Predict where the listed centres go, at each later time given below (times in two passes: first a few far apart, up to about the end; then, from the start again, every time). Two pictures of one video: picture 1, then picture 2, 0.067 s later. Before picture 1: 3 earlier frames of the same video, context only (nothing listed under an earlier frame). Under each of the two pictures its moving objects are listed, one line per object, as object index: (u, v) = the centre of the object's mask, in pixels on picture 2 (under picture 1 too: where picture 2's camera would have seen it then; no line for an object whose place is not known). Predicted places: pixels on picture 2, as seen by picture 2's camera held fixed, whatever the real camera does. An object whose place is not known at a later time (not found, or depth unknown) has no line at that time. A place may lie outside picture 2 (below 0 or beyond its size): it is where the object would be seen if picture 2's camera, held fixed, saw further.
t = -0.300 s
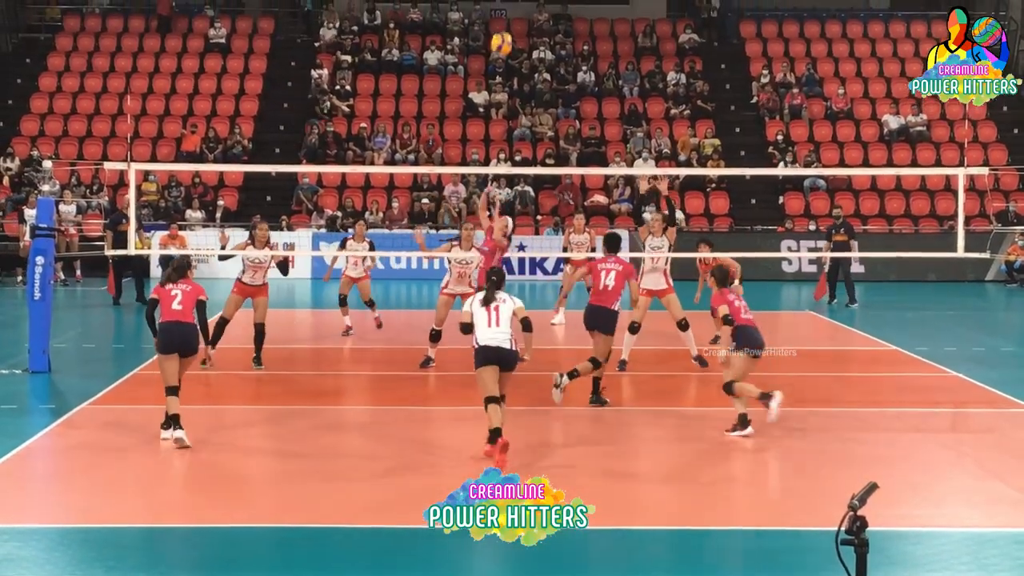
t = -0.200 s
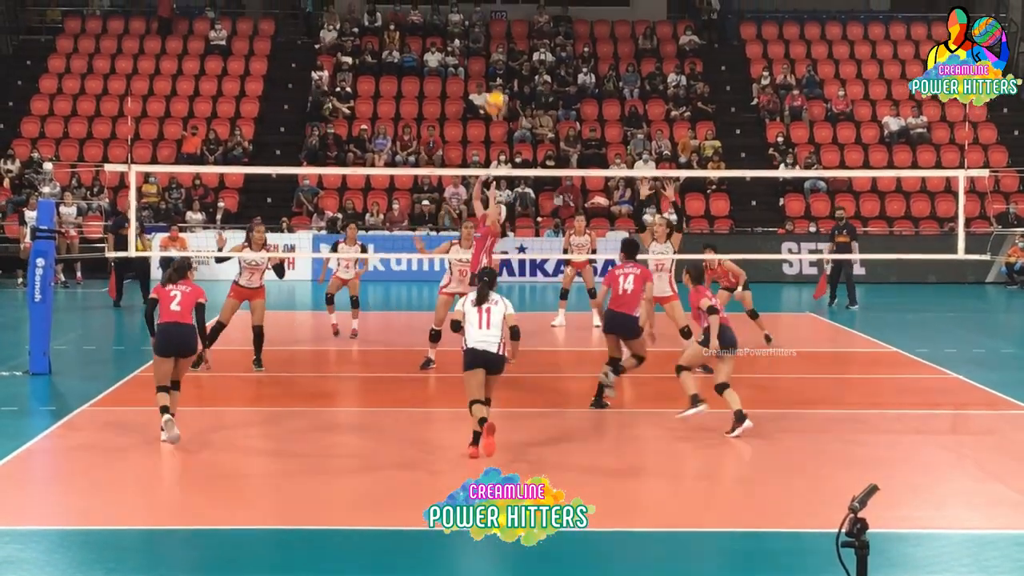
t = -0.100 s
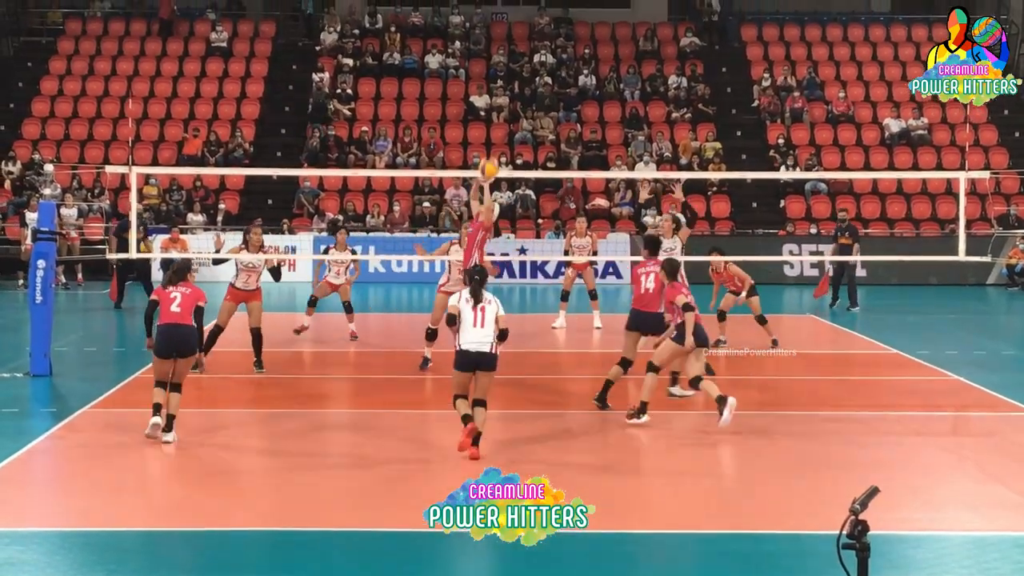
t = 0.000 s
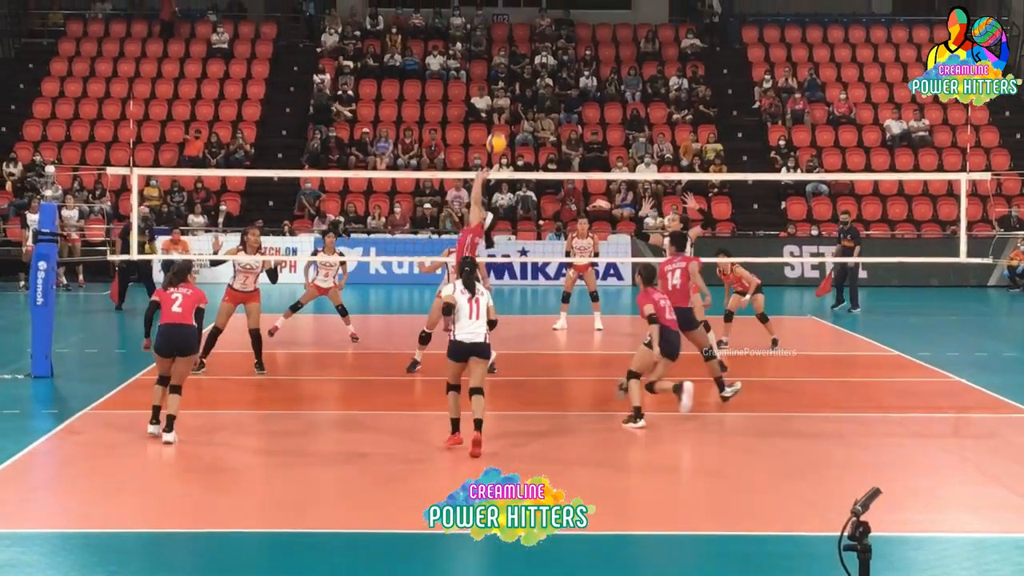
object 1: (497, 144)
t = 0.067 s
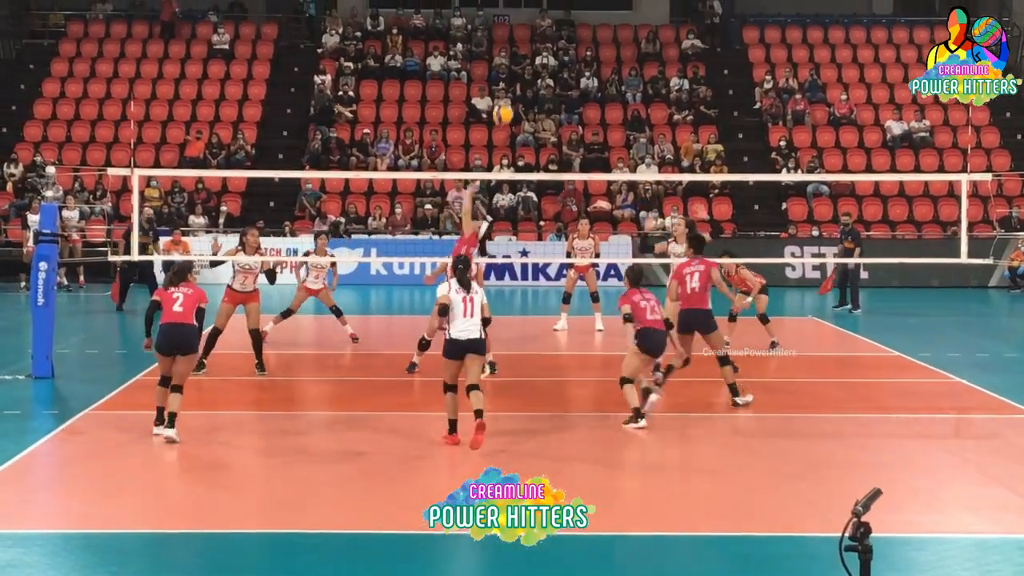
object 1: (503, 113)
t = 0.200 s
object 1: (514, 67)
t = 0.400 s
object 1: (531, 26)
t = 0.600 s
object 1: (546, 25)
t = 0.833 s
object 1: (564, 70)
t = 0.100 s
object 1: (505, 101)
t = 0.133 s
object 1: (509, 88)
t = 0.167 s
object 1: (511, 77)
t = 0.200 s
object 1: (514, 67)
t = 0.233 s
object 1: (517, 57)
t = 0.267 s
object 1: (520, 49)
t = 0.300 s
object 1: (523, 42)
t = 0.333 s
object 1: (526, 36)
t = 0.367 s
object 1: (528, 31)
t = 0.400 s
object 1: (531, 26)
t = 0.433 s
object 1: (534, 24)
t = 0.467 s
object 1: (536, 22)
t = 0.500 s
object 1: (539, 21)
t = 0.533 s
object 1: (542, 21)
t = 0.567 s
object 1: (544, 23)
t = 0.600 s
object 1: (546, 25)
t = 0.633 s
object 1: (549, 28)
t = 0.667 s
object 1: (551, 33)
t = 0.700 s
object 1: (554, 38)
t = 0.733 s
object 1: (557, 45)
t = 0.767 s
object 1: (559, 53)
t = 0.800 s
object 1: (561, 61)
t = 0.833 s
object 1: (564, 70)
